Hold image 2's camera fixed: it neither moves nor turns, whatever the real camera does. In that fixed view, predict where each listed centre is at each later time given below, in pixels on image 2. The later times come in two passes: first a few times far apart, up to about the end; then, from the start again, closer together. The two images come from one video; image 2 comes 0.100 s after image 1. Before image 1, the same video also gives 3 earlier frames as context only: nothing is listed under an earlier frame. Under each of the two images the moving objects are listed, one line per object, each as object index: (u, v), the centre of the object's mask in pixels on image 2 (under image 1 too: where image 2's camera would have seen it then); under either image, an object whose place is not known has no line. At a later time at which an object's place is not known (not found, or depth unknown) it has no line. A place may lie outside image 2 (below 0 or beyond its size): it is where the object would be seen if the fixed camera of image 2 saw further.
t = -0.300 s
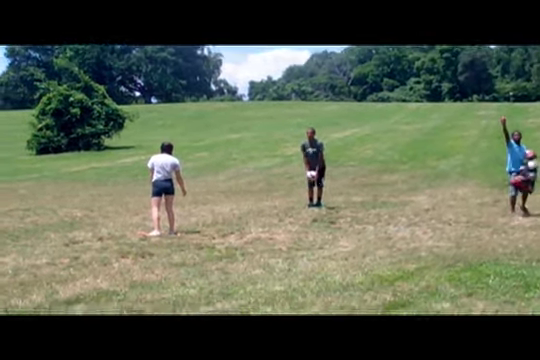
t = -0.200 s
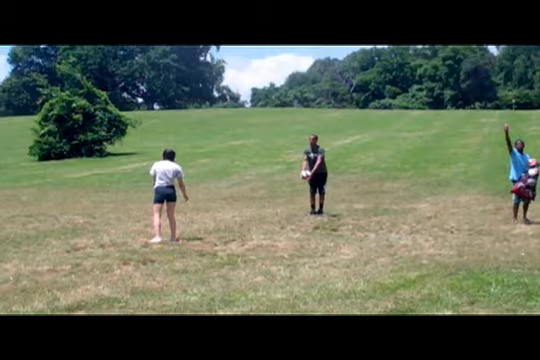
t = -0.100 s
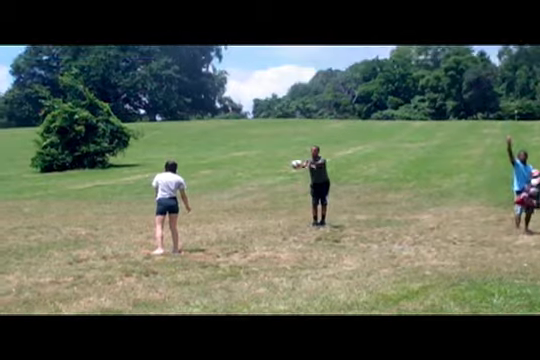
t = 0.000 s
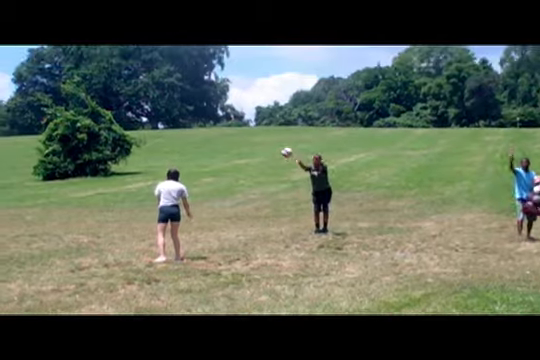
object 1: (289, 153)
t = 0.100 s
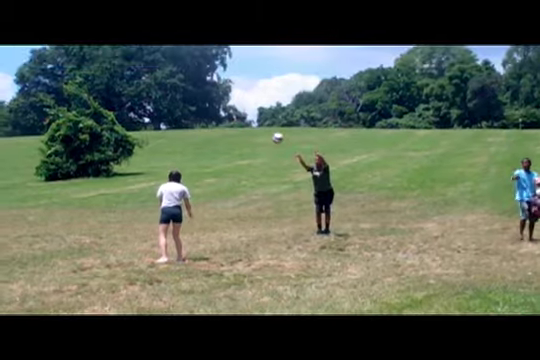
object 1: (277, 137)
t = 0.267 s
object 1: (258, 122)
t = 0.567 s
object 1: (223, 129)
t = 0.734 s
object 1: (202, 152)
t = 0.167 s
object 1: (270, 130)
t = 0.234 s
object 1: (262, 124)
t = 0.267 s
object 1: (258, 122)
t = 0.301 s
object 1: (254, 120)
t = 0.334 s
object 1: (252, 121)
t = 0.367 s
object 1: (247, 120)
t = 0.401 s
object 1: (244, 121)
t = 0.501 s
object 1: (230, 124)
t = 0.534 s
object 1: (227, 126)
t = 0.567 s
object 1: (223, 129)
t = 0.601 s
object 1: (219, 133)
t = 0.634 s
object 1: (215, 137)
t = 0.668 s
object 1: (210, 141)
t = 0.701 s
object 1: (206, 147)
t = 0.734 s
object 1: (202, 152)
